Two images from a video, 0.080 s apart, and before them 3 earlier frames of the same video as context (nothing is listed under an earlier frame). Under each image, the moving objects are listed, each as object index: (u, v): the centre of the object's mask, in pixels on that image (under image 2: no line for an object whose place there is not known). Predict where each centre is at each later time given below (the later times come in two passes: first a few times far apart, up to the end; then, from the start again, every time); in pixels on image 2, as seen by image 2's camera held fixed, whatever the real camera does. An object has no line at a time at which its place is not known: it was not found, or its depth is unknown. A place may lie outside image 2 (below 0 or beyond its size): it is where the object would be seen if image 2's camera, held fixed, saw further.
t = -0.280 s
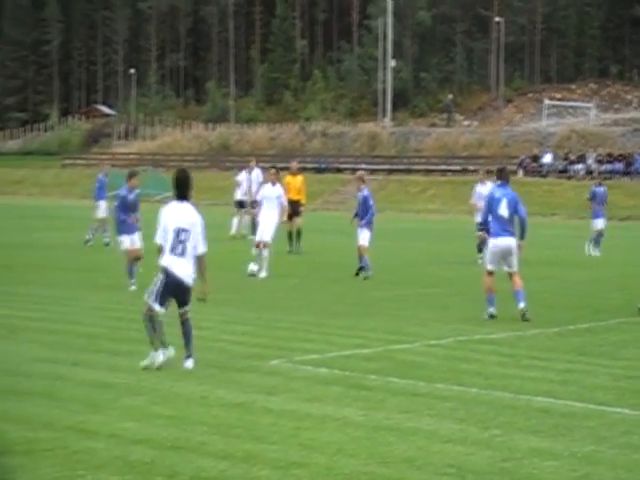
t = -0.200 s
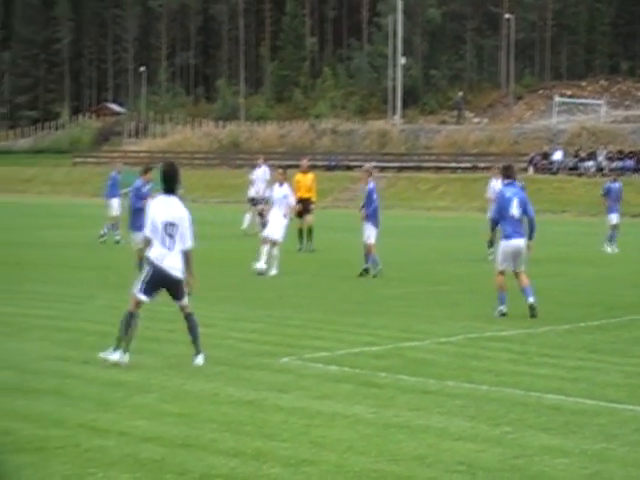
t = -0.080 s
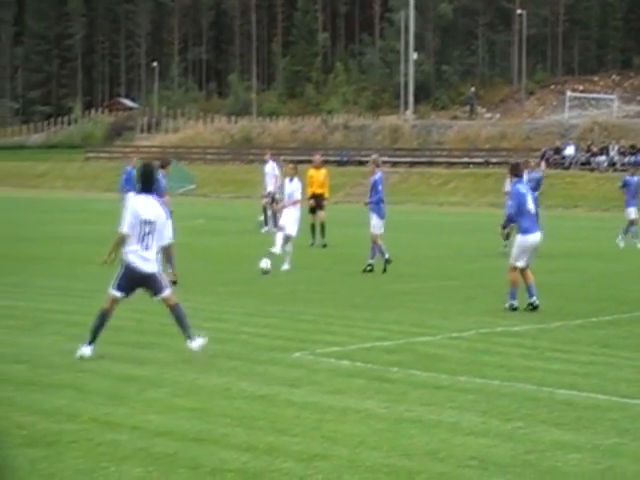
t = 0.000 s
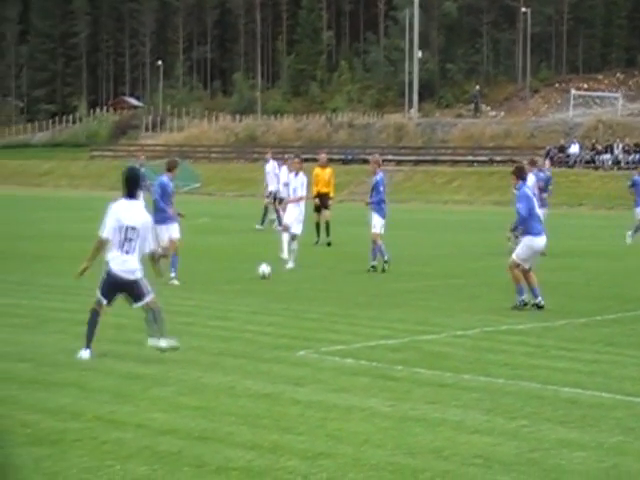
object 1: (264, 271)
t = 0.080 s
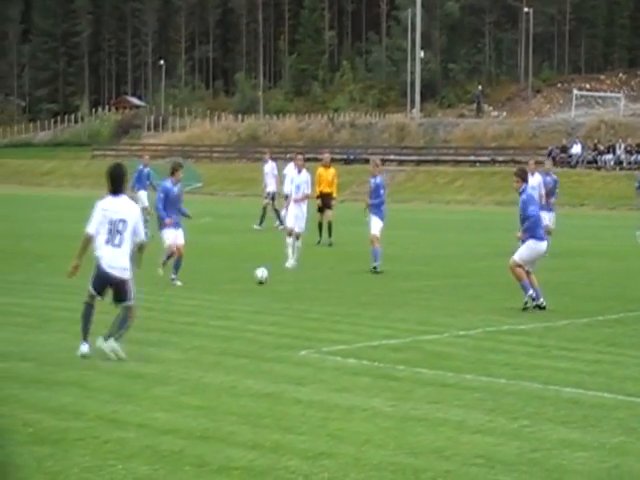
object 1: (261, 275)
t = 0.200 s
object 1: (252, 283)
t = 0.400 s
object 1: (238, 295)
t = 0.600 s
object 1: (225, 308)
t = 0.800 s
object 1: (210, 320)
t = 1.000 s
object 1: (194, 334)
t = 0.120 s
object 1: (258, 277)
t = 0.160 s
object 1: (255, 280)
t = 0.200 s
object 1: (252, 283)
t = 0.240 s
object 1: (250, 285)
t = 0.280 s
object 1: (247, 287)
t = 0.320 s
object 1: (244, 290)
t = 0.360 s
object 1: (241, 293)
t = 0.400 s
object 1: (238, 295)
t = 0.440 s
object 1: (236, 296)
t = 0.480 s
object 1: (233, 298)
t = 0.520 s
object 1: (230, 302)
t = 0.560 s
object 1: (227, 306)
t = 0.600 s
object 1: (225, 308)
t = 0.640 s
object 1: (222, 309)
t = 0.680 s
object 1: (218, 313)
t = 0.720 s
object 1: (216, 317)
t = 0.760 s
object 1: (213, 319)
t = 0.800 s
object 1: (210, 320)
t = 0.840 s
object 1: (207, 322)
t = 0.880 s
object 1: (203, 327)
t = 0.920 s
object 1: (201, 332)
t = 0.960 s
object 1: (197, 334)
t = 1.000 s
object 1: (194, 334)
